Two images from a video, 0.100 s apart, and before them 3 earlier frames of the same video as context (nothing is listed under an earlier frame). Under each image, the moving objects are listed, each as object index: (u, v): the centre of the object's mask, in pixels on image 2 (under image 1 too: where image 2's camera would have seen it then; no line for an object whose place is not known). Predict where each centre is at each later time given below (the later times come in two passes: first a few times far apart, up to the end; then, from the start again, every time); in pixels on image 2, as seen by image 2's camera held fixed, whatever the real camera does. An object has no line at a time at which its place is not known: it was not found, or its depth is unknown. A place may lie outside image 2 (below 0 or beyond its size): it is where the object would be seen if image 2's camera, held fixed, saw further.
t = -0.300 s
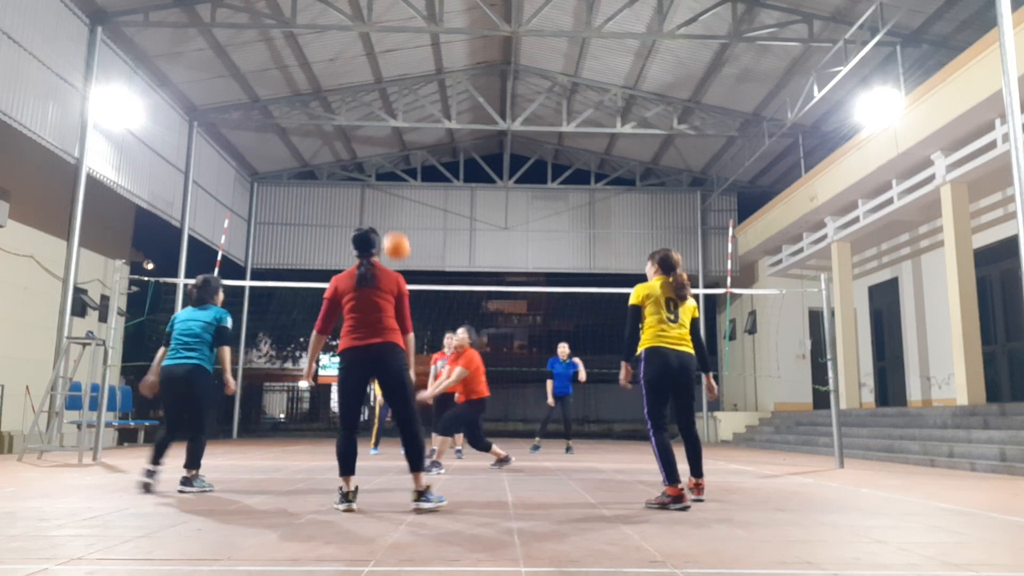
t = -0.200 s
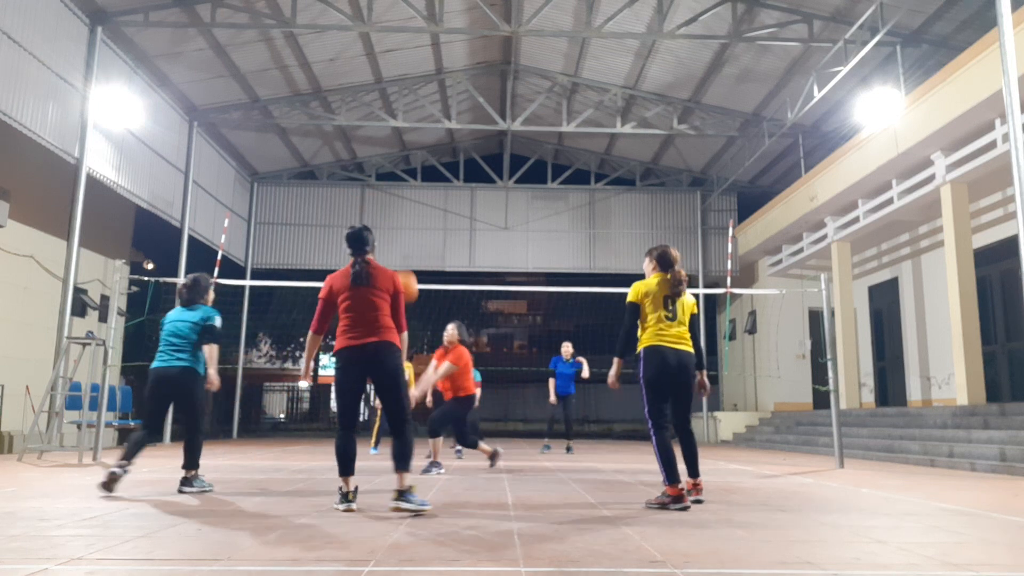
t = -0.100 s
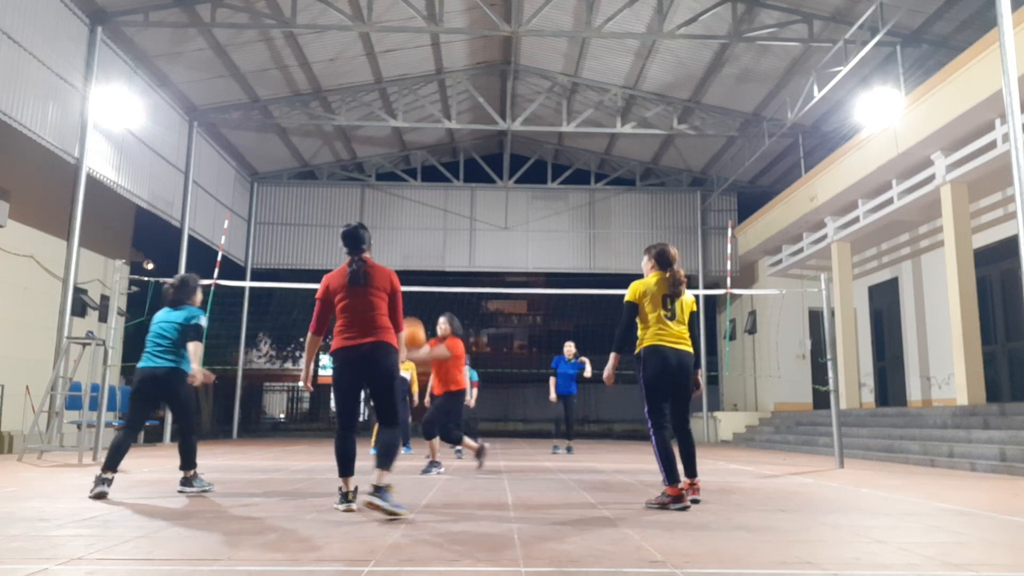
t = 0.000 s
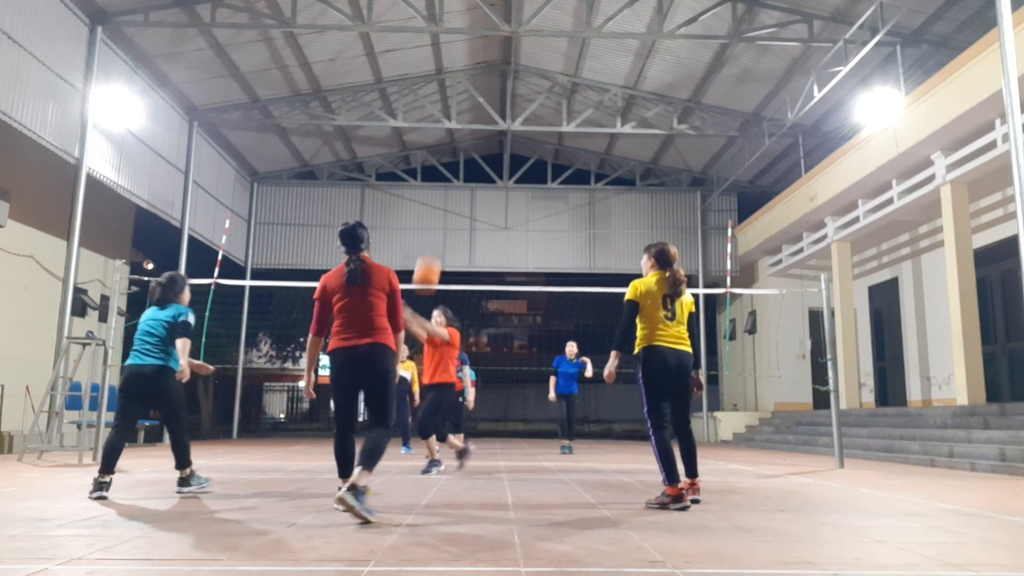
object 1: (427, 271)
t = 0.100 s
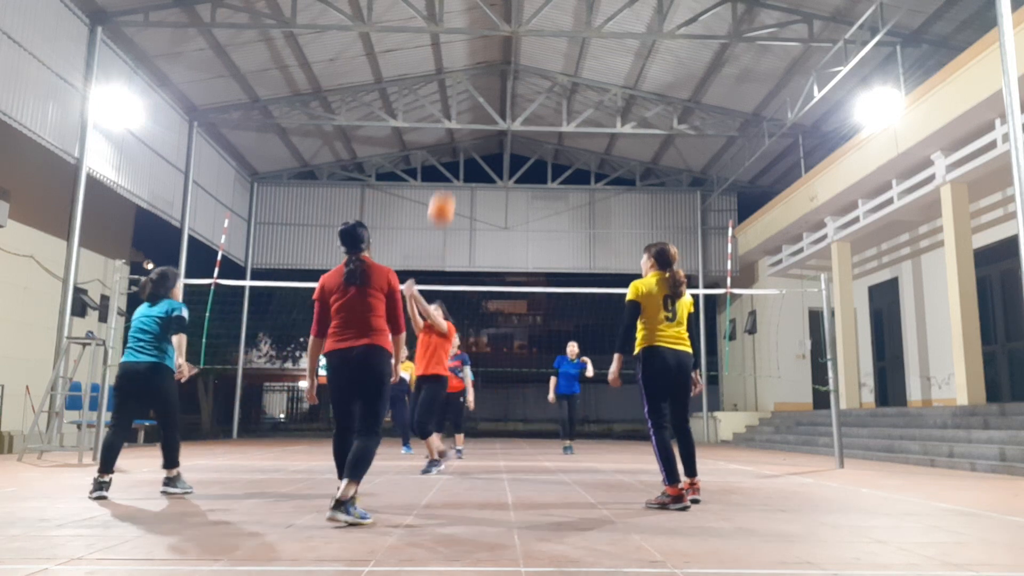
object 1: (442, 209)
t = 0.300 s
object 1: (466, 109)
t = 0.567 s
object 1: (500, 38)
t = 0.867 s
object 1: (541, 50)
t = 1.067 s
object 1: (569, 121)
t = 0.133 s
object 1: (446, 190)
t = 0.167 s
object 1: (450, 171)
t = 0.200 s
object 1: (454, 155)
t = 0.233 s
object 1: (458, 140)
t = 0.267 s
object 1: (462, 125)
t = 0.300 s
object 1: (466, 109)
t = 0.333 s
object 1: (470, 96)
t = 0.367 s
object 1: (474, 85)
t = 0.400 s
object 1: (478, 74)
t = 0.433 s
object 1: (483, 64)
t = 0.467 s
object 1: (487, 56)
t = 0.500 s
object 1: (491, 49)
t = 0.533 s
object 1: (496, 43)
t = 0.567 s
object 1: (500, 38)
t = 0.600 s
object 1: (505, 34)
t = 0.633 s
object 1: (509, 32)
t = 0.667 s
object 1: (514, 31)
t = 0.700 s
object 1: (518, 31)
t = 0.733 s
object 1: (523, 32)
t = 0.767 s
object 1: (527, 35)
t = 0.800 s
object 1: (532, 38)
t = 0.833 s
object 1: (536, 43)
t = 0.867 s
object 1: (541, 50)
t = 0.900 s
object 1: (545, 58)
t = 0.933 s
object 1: (550, 68)
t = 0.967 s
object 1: (555, 79)
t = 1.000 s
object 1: (560, 91)
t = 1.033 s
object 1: (564, 104)
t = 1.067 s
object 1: (569, 121)
